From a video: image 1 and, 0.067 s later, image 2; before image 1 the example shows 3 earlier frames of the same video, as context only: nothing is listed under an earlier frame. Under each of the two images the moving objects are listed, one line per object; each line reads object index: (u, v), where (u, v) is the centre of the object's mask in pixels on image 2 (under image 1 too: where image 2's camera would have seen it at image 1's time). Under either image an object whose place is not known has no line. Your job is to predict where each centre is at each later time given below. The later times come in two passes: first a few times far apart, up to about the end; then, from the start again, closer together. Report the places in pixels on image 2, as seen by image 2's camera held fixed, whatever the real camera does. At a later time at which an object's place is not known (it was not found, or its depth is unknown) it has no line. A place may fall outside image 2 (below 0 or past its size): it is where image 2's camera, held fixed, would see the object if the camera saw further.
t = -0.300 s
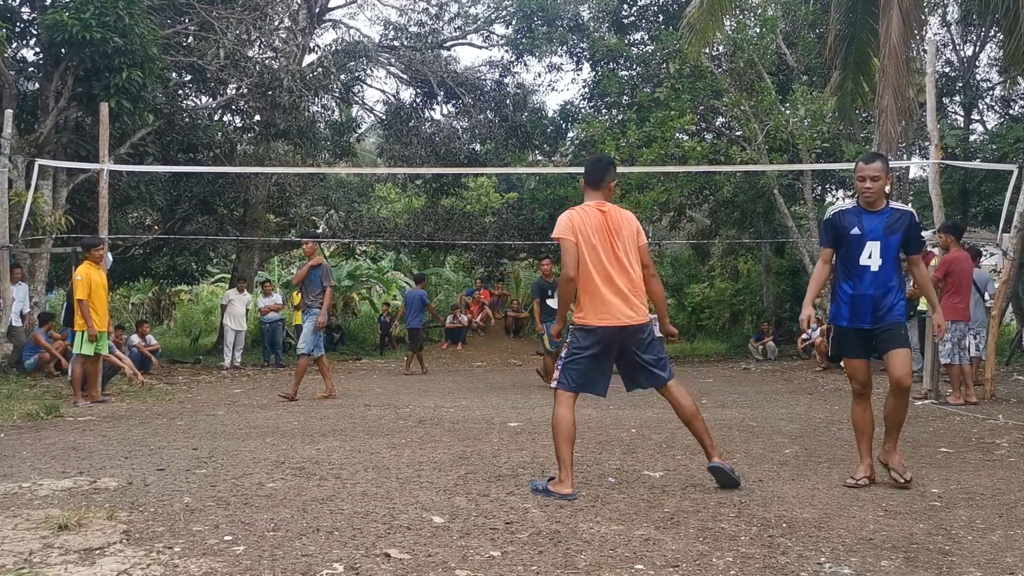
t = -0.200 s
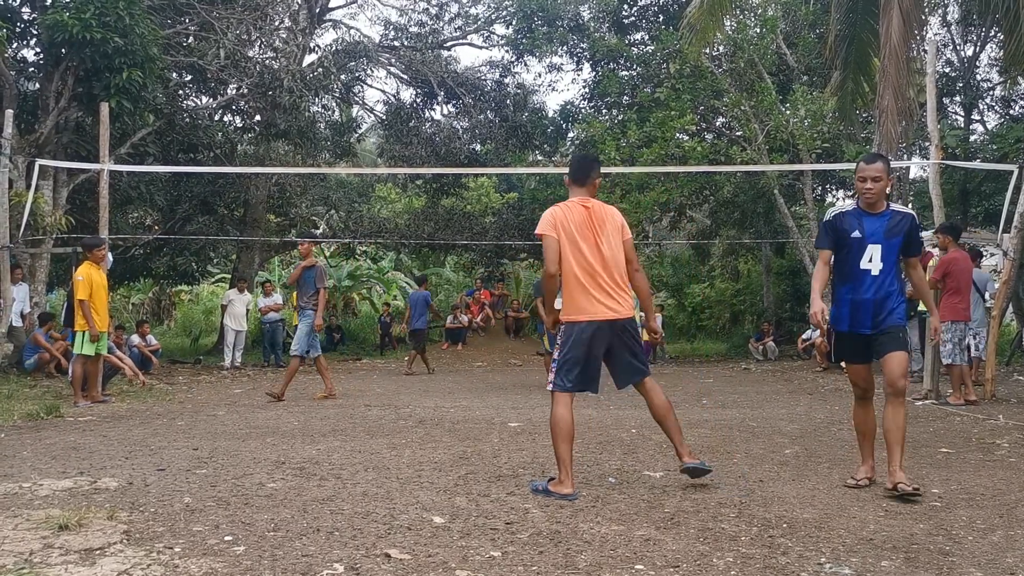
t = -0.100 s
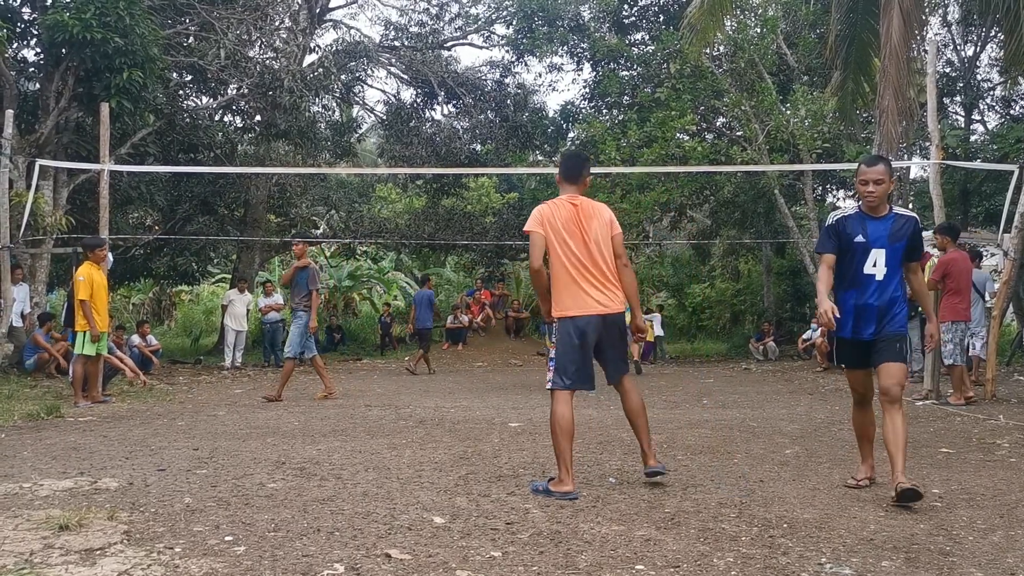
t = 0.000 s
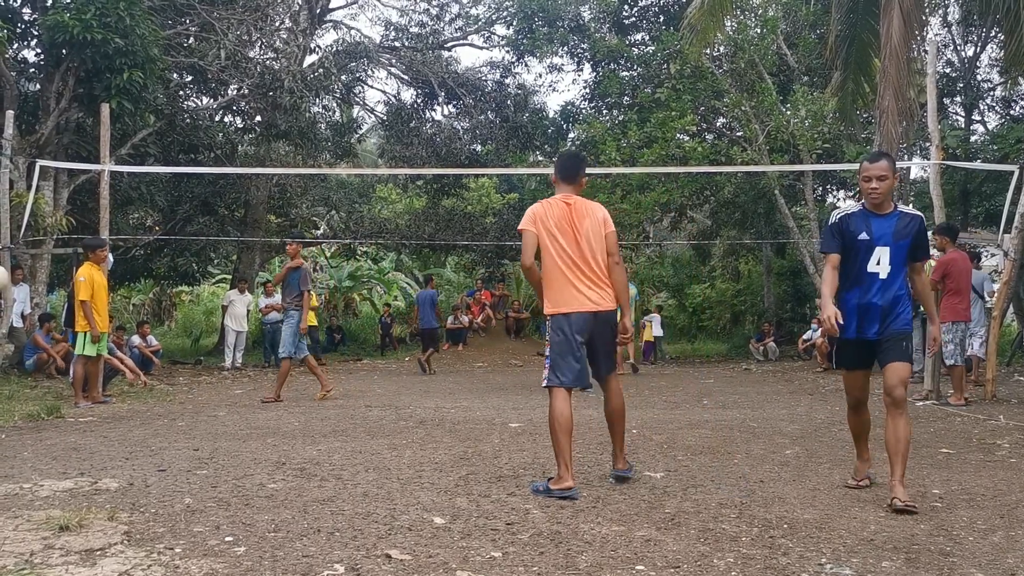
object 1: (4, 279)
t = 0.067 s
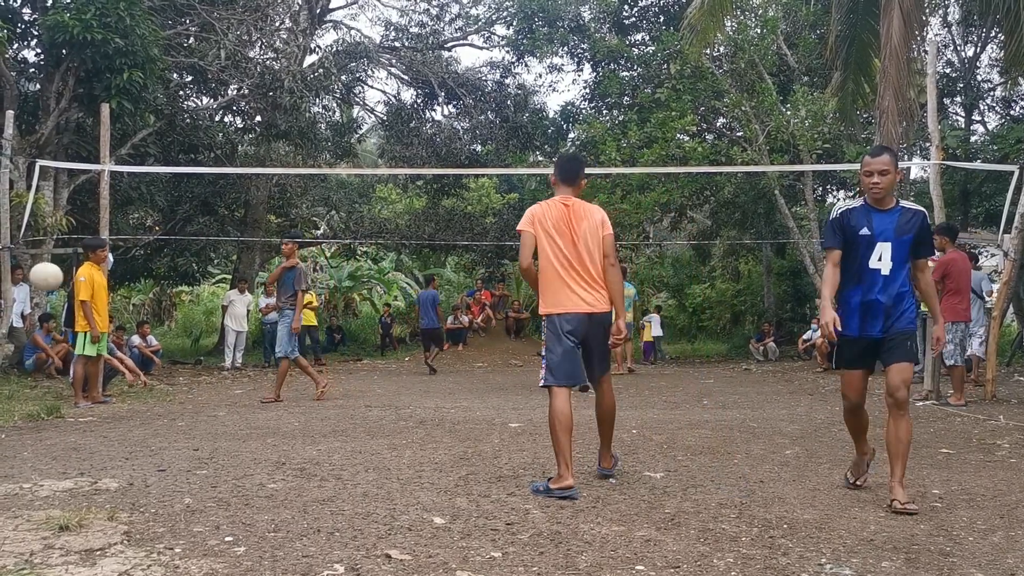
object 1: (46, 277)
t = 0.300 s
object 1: (189, 311)
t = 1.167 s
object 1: (404, 334)
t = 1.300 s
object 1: (422, 361)
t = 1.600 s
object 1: (465, 340)
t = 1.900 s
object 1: (502, 347)
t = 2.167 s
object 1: (529, 352)
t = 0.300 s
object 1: (189, 311)
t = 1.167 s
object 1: (404, 334)
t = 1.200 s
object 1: (409, 339)
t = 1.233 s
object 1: (413, 346)
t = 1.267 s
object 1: (418, 354)
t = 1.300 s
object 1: (422, 361)
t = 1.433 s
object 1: (441, 365)
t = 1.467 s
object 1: (446, 359)
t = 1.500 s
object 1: (451, 352)
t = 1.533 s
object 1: (455, 348)
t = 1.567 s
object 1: (460, 343)
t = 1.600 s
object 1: (465, 340)
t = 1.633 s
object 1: (469, 338)
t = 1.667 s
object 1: (473, 337)
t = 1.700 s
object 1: (478, 335)
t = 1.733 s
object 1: (482, 336)
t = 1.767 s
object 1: (486, 337)
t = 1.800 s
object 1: (491, 338)
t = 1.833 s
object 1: (494, 341)
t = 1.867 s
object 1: (498, 343)
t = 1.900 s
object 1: (502, 347)
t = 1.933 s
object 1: (506, 352)
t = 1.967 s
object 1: (509, 357)
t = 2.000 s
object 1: (513, 363)
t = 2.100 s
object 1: (523, 362)
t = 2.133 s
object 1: (526, 357)
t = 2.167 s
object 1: (529, 352)
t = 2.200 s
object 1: (532, 348)
